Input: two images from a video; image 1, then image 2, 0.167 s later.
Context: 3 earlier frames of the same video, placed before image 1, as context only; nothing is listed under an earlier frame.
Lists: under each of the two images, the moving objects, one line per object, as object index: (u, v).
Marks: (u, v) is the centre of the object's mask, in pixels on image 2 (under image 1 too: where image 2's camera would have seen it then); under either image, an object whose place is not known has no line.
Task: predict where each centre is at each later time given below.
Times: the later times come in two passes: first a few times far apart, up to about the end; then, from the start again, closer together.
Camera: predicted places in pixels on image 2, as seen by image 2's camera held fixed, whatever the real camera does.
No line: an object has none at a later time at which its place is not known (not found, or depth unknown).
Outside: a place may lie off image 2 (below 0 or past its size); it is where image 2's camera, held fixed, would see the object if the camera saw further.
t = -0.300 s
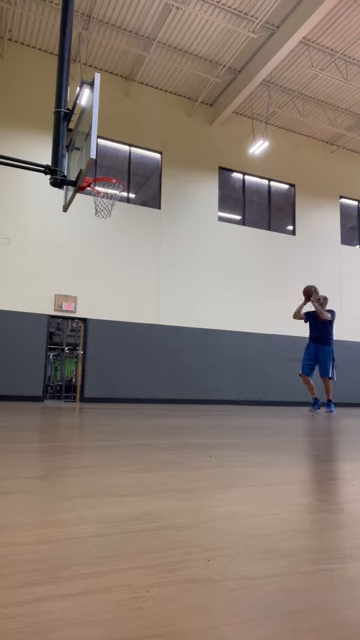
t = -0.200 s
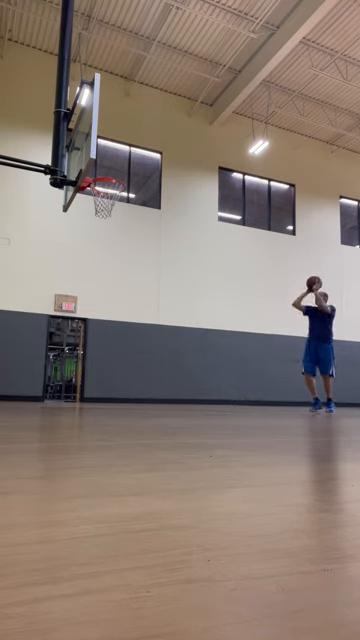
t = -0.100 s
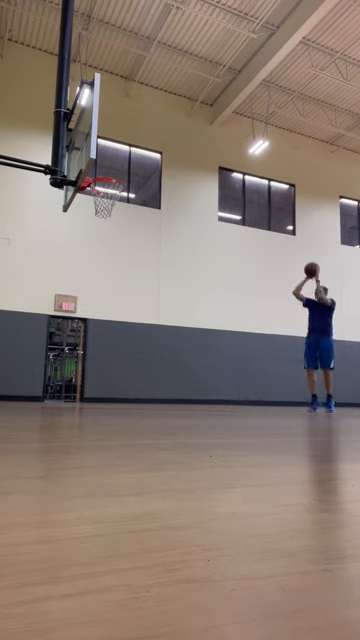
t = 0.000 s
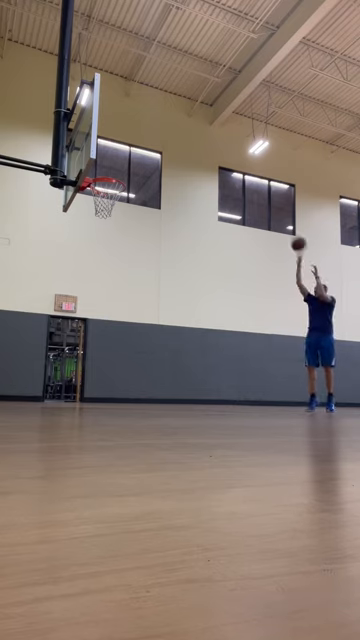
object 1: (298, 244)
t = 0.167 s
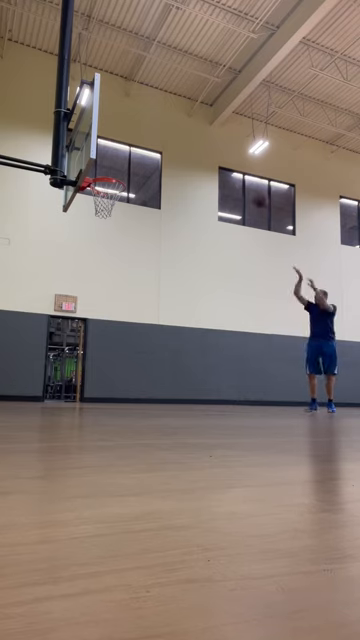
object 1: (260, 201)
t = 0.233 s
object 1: (244, 187)
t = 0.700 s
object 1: (124, 170)
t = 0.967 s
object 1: (113, 228)
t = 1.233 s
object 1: (128, 323)
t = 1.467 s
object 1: (143, 375)
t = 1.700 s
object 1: (166, 315)
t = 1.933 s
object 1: (185, 294)
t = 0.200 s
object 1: (251, 195)
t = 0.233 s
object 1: (244, 187)
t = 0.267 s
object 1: (236, 182)
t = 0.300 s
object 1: (229, 176)
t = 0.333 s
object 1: (220, 172)
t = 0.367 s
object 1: (212, 169)
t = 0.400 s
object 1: (204, 166)
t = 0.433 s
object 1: (196, 164)
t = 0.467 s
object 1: (188, 162)
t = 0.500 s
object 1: (179, 161)
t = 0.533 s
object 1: (171, 161)
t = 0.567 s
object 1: (163, 161)
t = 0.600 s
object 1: (153, 163)
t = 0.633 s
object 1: (144, 164)
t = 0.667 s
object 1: (134, 167)
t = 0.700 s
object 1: (124, 170)
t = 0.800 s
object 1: (98, 188)
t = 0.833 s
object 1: (103, 194)
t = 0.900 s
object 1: (108, 213)
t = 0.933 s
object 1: (110, 220)
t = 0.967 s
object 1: (113, 228)
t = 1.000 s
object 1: (115, 237)
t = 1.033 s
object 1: (117, 248)
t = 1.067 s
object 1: (119, 259)
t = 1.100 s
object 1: (121, 270)
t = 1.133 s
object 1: (123, 282)
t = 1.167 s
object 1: (125, 295)
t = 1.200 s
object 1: (127, 309)
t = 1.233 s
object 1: (128, 323)
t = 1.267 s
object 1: (129, 339)
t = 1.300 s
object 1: (131, 355)
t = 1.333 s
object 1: (133, 372)
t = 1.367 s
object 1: (135, 390)
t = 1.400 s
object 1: (136, 400)
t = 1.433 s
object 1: (140, 387)
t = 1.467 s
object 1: (143, 375)
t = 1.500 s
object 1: (147, 364)
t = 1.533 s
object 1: (150, 354)
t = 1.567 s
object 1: (153, 345)
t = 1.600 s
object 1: (156, 336)
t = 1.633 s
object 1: (160, 328)
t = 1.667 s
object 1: (163, 321)
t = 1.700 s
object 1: (166, 315)
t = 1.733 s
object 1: (169, 310)
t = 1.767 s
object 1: (172, 305)
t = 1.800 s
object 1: (174, 302)
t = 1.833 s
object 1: (177, 299)
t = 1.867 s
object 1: (180, 297)
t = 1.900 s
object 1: (182, 295)
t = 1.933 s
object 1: (185, 294)
